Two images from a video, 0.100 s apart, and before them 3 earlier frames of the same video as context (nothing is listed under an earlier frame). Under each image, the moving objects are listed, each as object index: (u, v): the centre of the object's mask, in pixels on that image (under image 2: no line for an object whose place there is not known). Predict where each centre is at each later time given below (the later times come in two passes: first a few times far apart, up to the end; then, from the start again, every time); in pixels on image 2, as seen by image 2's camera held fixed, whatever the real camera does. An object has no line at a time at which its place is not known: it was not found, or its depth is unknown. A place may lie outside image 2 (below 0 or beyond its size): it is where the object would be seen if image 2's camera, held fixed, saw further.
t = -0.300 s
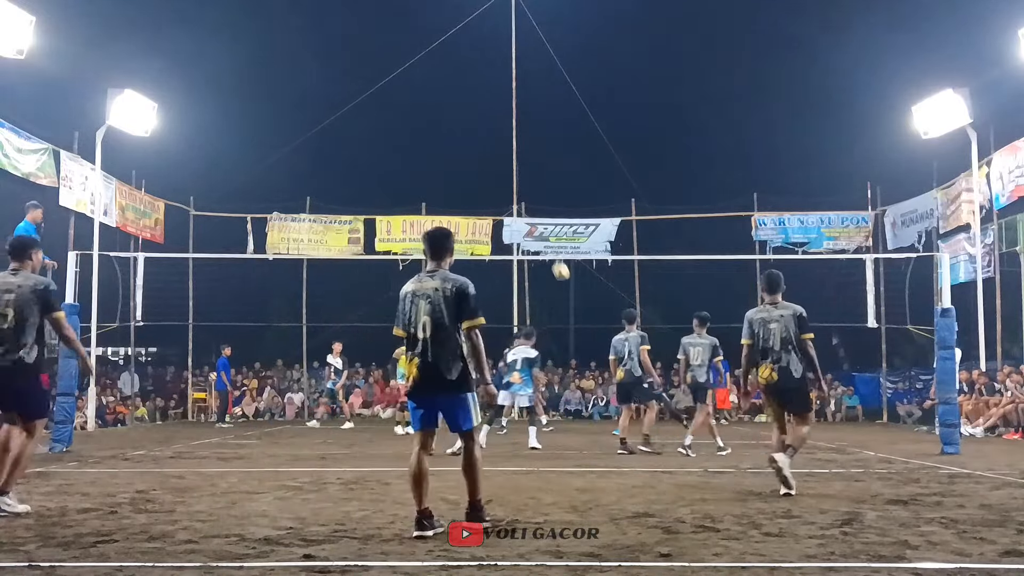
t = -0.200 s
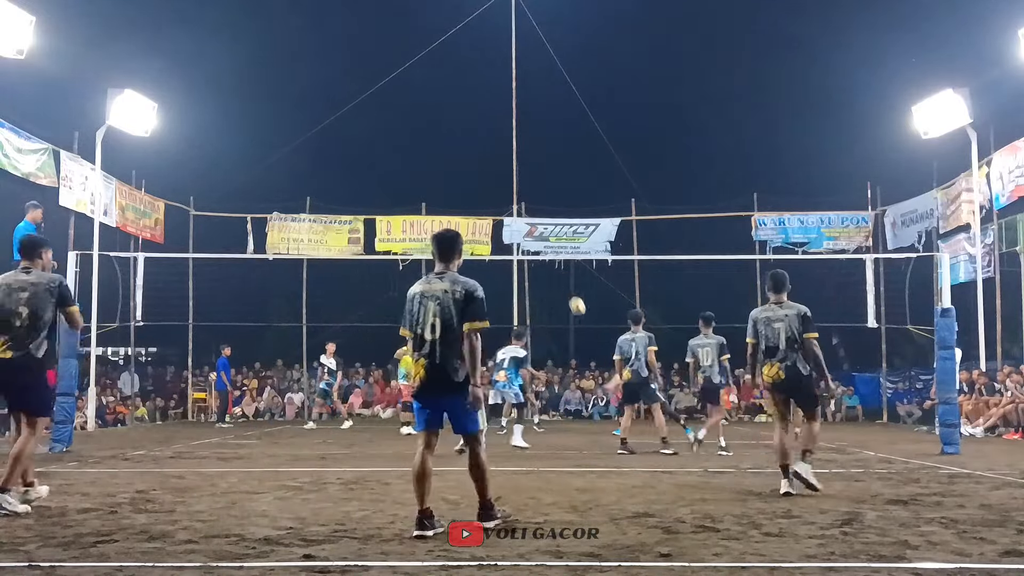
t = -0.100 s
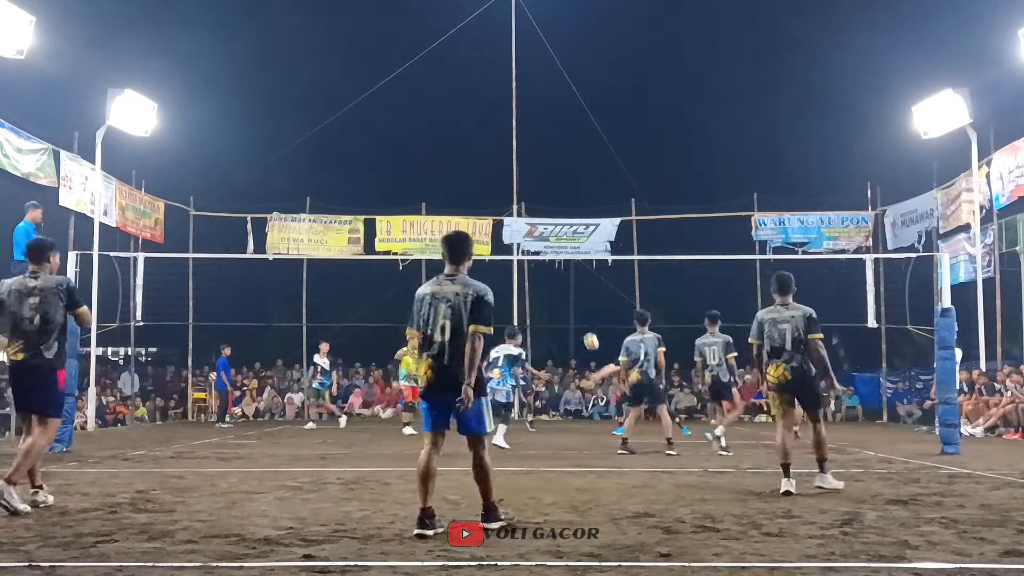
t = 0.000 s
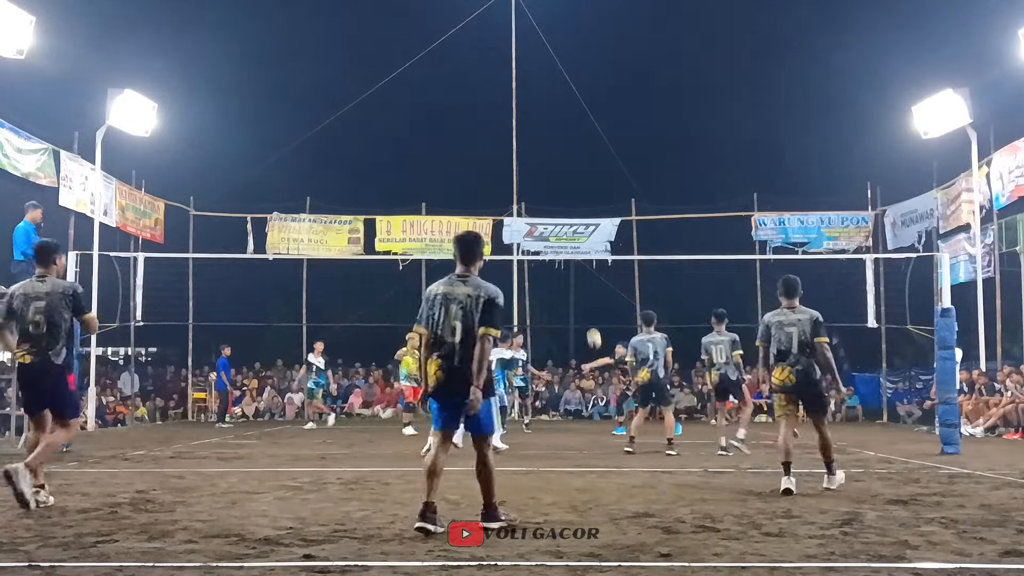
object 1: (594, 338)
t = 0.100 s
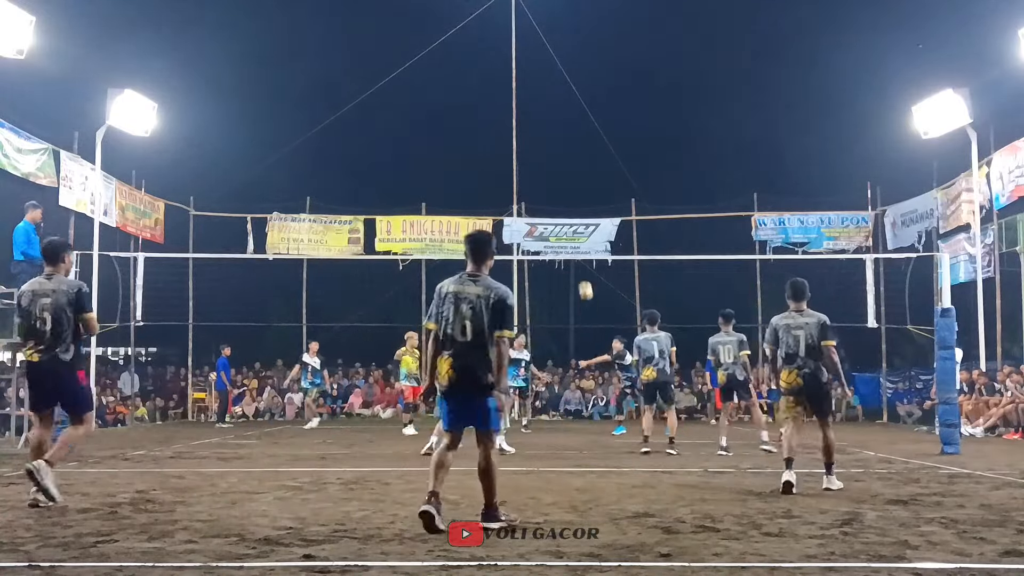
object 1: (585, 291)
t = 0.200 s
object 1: (576, 250)
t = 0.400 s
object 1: (561, 180)
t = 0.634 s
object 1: (542, 127)
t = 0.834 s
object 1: (525, 107)
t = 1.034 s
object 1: (508, 112)
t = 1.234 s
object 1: (490, 143)
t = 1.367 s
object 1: (477, 179)
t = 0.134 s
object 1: (582, 276)
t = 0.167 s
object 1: (580, 264)
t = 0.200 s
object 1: (576, 250)
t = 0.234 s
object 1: (575, 235)
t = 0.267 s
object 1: (572, 222)
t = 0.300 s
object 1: (569, 211)
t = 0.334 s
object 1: (566, 201)
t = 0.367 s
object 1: (564, 190)
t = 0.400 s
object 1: (561, 180)
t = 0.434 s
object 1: (558, 171)
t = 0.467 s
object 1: (555, 162)
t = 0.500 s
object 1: (553, 153)
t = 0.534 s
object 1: (550, 146)
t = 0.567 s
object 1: (547, 139)
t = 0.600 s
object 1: (545, 133)
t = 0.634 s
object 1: (542, 127)
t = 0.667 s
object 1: (539, 122)
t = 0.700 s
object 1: (537, 118)
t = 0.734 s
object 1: (534, 114)
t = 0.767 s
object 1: (531, 111)
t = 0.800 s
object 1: (528, 109)
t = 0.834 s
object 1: (525, 107)
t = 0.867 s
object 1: (523, 106)
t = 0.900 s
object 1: (520, 106)
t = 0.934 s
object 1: (517, 106)
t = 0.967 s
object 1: (514, 107)
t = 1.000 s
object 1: (511, 109)
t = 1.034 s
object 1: (508, 112)
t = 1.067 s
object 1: (505, 115)
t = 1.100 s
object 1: (502, 119)
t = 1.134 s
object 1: (499, 124)
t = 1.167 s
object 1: (496, 129)
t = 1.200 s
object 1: (493, 135)
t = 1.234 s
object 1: (490, 143)
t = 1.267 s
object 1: (487, 151)
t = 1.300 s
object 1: (484, 159)
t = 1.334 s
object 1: (480, 169)
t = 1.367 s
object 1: (477, 179)
